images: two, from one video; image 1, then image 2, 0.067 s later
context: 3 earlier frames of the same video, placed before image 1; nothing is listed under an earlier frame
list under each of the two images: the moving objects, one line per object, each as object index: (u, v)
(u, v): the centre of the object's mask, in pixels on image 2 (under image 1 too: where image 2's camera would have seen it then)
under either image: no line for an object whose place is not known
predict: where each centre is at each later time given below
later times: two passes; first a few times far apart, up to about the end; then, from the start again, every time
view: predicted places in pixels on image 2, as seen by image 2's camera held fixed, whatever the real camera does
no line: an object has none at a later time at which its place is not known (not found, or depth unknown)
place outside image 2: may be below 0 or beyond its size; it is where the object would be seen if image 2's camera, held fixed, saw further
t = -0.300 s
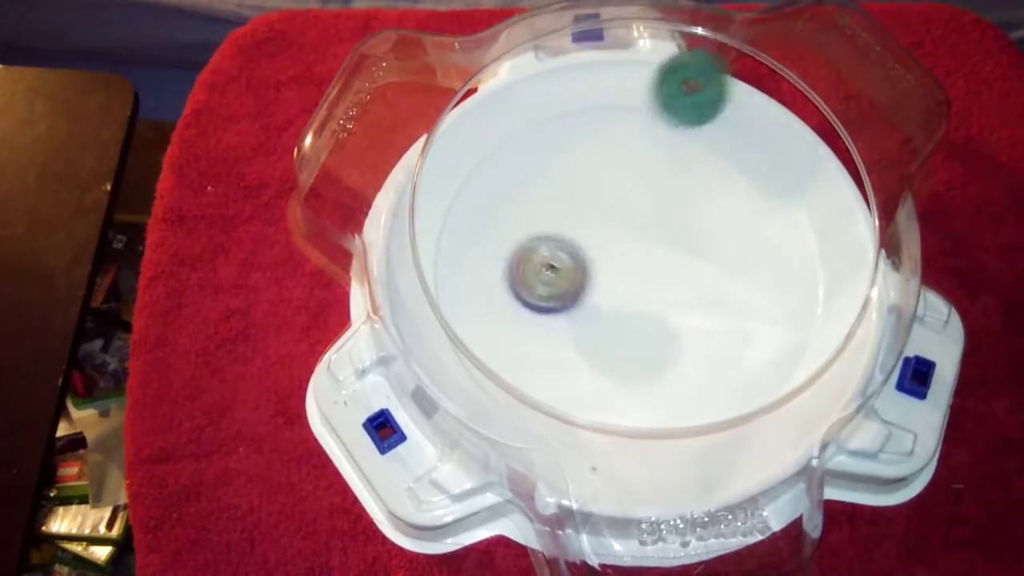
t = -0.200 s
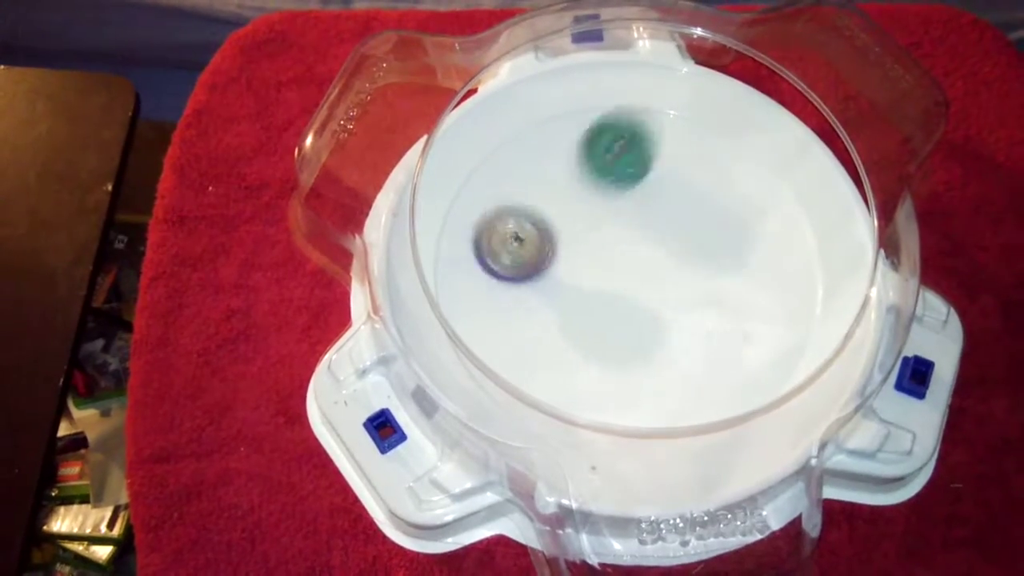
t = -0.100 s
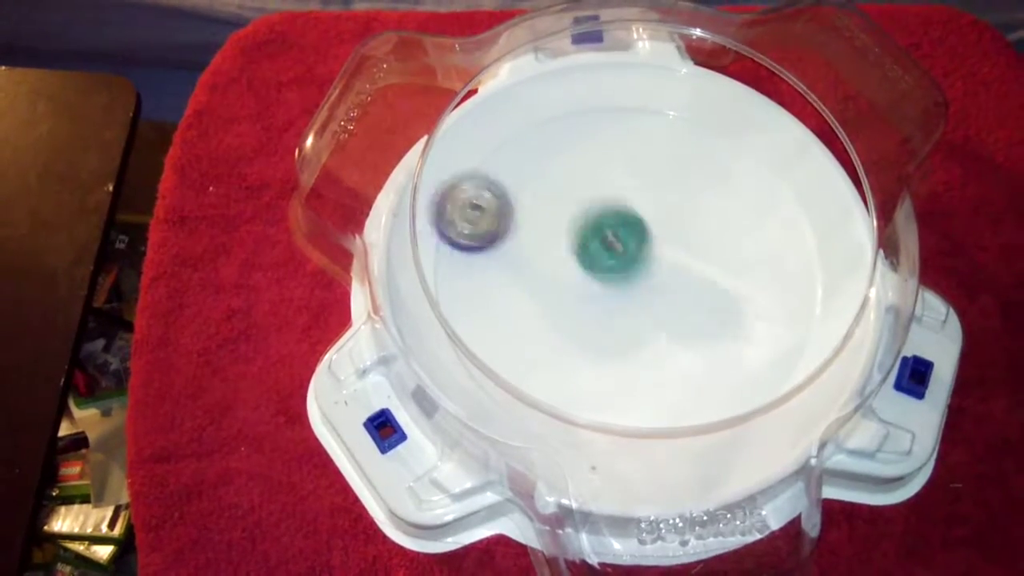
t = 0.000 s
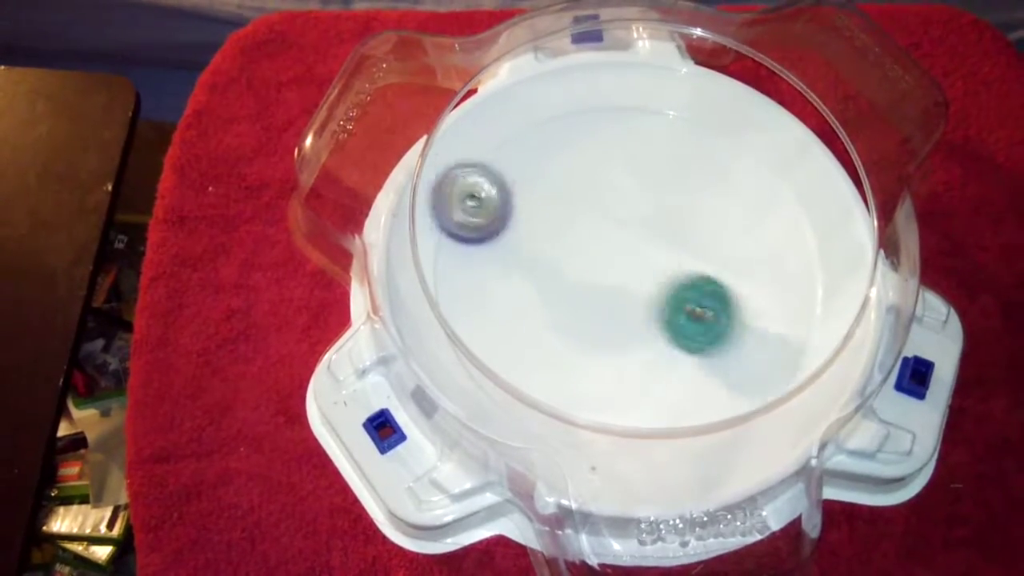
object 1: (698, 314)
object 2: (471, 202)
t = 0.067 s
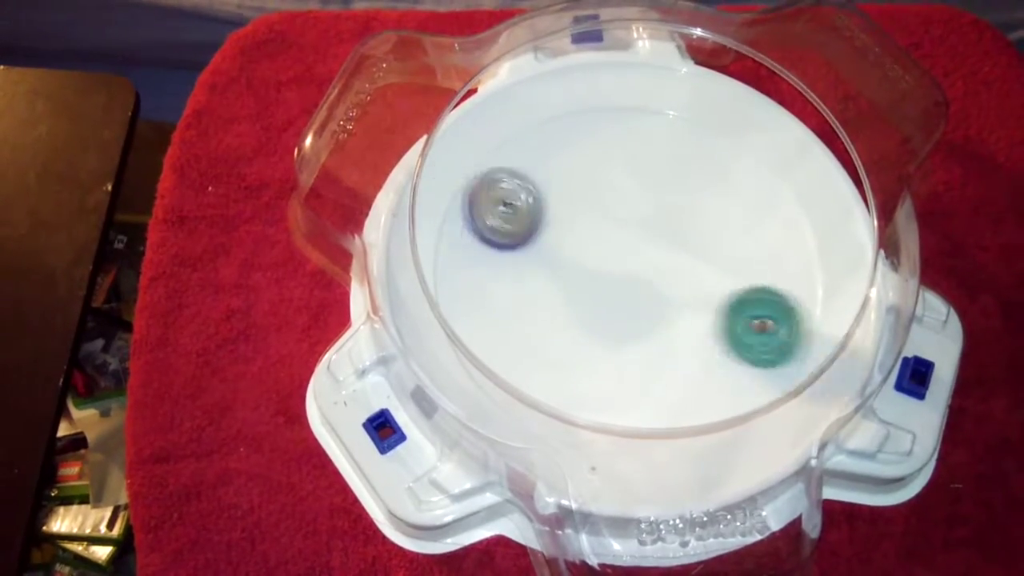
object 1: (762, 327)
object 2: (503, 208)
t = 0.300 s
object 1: (799, 212)
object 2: (627, 267)
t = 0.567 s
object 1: (611, 256)
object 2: (667, 371)
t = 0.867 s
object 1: (578, 383)
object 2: (699, 399)
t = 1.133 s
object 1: (693, 336)
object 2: (659, 233)
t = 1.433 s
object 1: (513, 206)
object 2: (676, 119)
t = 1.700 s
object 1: (527, 358)
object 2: (690, 189)
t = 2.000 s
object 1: (689, 353)
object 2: (655, 130)
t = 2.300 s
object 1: (694, 225)
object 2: (606, 163)
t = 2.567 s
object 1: (638, 250)
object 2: (515, 225)
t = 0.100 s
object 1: (788, 322)
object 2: (523, 214)
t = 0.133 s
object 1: (809, 312)
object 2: (542, 220)
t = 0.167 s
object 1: (816, 293)
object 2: (561, 227)
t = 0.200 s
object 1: (814, 273)
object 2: (580, 235)
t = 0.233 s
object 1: (809, 251)
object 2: (597, 245)
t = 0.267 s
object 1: (805, 231)
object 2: (613, 255)
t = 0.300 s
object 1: (799, 212)
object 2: (627, 267)
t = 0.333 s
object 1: (787, 197)
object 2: (638, 279)
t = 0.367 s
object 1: (767, 187)
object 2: (647, 292)
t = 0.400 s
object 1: (741, 182)
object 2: (654, 306)
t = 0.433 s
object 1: (713, 184)
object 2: (659, 318)
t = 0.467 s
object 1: (685, 191)
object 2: (662, 333)
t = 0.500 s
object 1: (657, 207)
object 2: (665, 347)
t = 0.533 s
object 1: (631, 230)
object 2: (666, 359)
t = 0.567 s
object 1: (611, 256)
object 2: (667, 371)
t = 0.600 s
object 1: (598, 285)
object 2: (666, 382)
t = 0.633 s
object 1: (594, 314)
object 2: (665, 390)
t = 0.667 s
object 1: (595, 340)
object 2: (663, 399)
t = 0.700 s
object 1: (582, 345)
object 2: (679, 420)
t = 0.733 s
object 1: (571, 350)
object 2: (693, 431)
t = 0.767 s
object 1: (565, 357)
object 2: (699, 430)
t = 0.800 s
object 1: (564, 365)
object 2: (703, 425)
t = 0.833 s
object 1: (568, 374)
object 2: (702, 415)
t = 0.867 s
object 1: (578, 383)
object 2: (699, 399)
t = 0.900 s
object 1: (592, 391)
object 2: (695, 382)
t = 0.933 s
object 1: (609, 404)
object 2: (690, 362)
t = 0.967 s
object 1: (629, 407)
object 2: (684, 341)
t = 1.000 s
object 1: (648, 400)
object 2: (679, 320)
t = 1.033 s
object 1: (666, 394)
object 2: (674, 297)
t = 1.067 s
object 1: (681, 379)
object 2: (669, 276)
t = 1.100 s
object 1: (690, 358)
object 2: (664, 252)
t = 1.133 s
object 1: (693, 336)
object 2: (659, 233)
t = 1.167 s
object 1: (690, 315)
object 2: (657, 210)
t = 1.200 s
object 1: (682, 293)
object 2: (655, 191)
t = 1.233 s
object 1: (666, 271)
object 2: (655, 173)
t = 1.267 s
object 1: (647, 252)
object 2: (657, 157)
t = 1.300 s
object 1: (624, 234)
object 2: (659, 143)
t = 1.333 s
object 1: (596, 219)
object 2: (663, 133)
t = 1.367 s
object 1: (568, 210)
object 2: (667, 124)
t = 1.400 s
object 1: (540, 205)
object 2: (672, 120)
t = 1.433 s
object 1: (513, 206)
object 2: (676, 119)
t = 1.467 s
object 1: (488, 213)
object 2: (681, 120)
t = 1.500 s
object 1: (467, 227)
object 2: (686, 124)
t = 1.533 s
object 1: (453, 246)
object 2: (691, 130)
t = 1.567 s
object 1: (452, 269)
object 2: (694, 140)
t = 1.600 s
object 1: (465, 297)
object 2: (696, 151)
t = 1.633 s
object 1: (477, 326)
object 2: (695, 163)
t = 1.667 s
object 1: (502, 344)
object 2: (694, 175)
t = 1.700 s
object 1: (527, 358)
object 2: (690, 189)
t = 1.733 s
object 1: (554, 365)
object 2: (685, 203)
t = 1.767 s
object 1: (582, 362)
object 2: (678, 216)
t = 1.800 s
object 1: (609, 351)
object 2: (669, 229)
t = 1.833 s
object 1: (634, 334)
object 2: (659, 241)
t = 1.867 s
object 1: (651, 319)
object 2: (651, 246)
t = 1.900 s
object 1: (660, 337)
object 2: (653, 211)
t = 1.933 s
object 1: (669, 351)
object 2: (654, 180)
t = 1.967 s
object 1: (679, 356)
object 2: (656, 151)
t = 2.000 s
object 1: (689, 353)
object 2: (655, 130)
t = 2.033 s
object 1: (698, 342)
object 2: (654, 113)
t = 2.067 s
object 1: (708, 325)
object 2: (653, 104)
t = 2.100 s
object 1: (714, 303)
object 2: (652, 104)
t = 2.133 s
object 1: (715, 281)
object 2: (652, 112)
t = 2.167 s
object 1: (712, 261)
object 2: (650, 123)
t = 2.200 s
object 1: (706, 243)
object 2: (646, 137)
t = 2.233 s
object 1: (697, 227)
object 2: (640, 150)
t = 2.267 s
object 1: (692, 220)
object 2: (627, 162)
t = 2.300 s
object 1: (694, 225)
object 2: (606, 163)
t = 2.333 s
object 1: (692, 225)
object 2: (586, 169)
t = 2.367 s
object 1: (686, 223)
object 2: (571, 176)
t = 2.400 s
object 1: (678, 223)
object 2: (558, 184)
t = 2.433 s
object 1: (669, 224)
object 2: (546, 194)
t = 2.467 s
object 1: (660, 227)
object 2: (537, 202)
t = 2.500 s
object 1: (651, 233)
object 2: (529, 210)
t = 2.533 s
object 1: (643, 241)
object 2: (522, 218)
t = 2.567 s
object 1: (638, 250)
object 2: (515, 225)
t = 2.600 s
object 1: (635, 261)
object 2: (510, 234)
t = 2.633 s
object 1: (635, 273)
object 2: (506, 242)
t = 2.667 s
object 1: (637, 285)
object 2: (503, 250)
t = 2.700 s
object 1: (643, 295)
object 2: (501, 260)
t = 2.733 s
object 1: (650, 304)
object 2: (500, 269)
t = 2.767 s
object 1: (662, 310)
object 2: (503, 279)
